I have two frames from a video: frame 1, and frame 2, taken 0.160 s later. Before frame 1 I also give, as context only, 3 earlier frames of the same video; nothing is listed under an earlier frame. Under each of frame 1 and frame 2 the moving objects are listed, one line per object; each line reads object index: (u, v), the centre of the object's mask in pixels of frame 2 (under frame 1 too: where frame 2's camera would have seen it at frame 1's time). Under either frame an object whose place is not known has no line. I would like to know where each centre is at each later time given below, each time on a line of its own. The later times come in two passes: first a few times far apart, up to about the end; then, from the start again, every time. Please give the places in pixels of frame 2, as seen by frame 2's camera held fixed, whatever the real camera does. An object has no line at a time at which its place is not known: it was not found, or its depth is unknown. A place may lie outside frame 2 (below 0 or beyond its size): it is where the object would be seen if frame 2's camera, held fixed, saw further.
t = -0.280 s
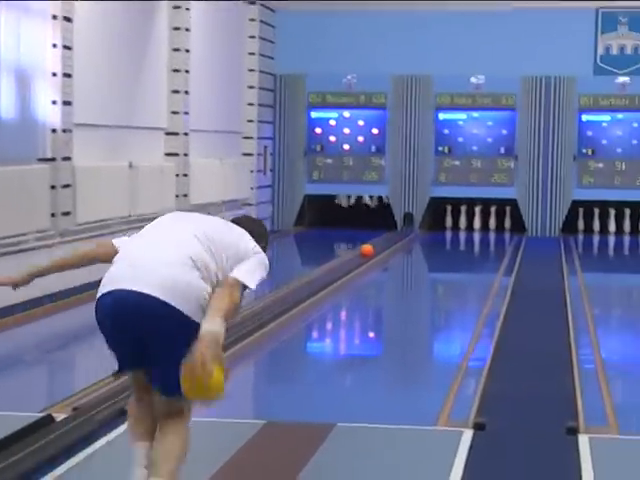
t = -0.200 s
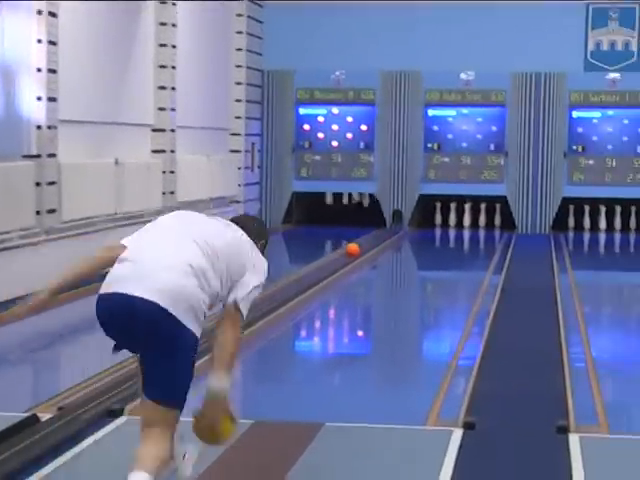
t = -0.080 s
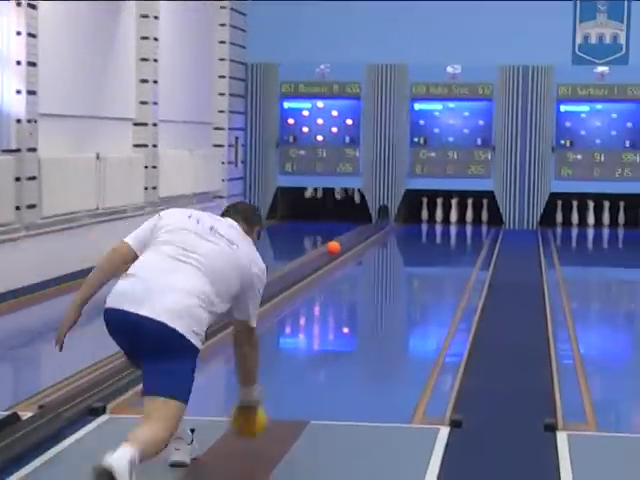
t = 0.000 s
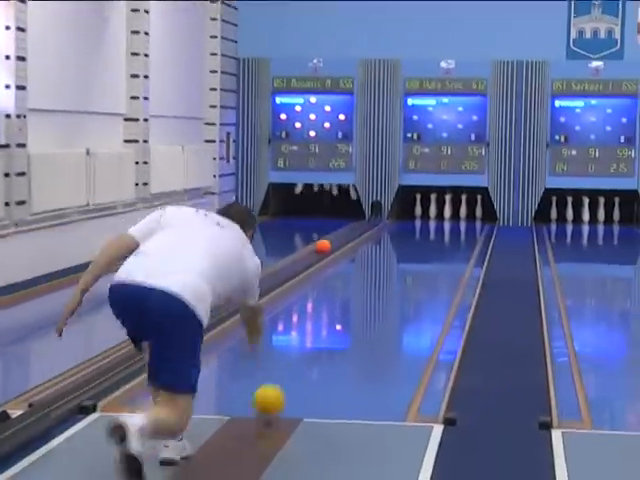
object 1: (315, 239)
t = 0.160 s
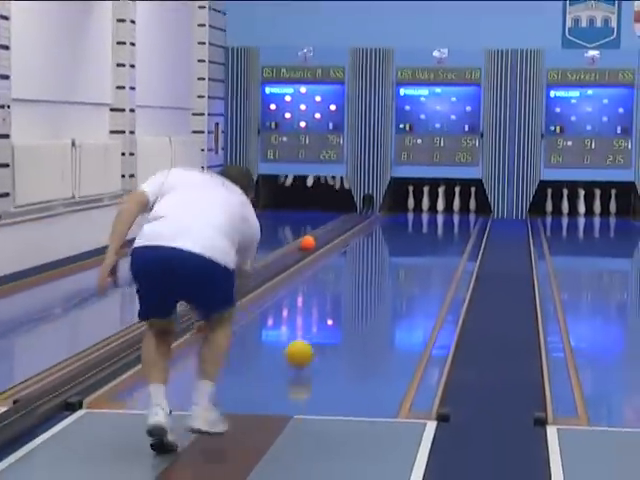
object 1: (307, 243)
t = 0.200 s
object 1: (305, 245)
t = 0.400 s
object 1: (297, 249)
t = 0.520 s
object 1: (294, 252)
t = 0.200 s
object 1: (305, 245)
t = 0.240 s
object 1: (304, 245)
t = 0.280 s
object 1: (301, 246)
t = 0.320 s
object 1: (300, 248)
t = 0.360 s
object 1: (299, 249)
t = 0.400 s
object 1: (297, 249)
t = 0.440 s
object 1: (294, 251)
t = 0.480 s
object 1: (295, 251)
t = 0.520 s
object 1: (294, 252)
